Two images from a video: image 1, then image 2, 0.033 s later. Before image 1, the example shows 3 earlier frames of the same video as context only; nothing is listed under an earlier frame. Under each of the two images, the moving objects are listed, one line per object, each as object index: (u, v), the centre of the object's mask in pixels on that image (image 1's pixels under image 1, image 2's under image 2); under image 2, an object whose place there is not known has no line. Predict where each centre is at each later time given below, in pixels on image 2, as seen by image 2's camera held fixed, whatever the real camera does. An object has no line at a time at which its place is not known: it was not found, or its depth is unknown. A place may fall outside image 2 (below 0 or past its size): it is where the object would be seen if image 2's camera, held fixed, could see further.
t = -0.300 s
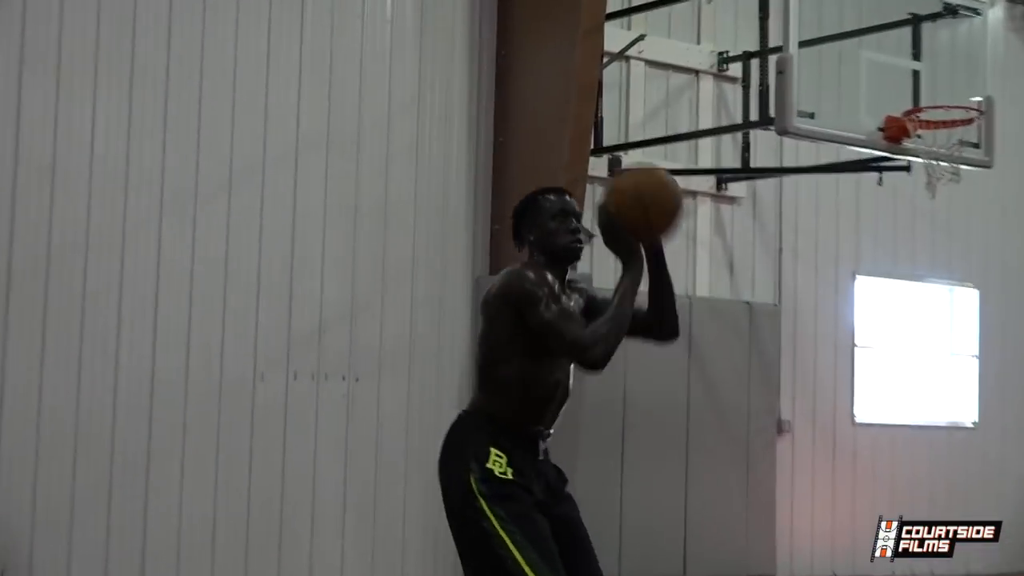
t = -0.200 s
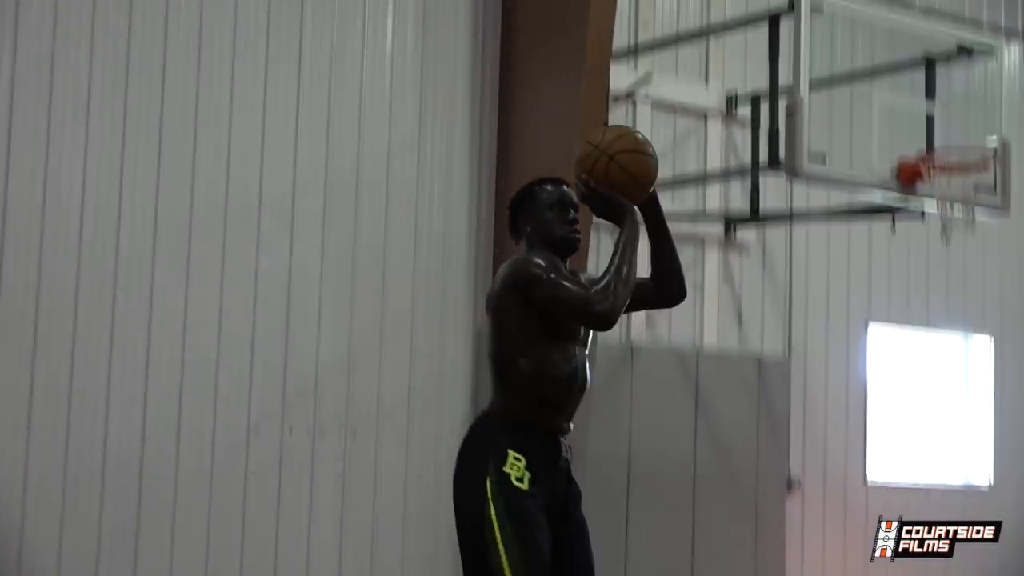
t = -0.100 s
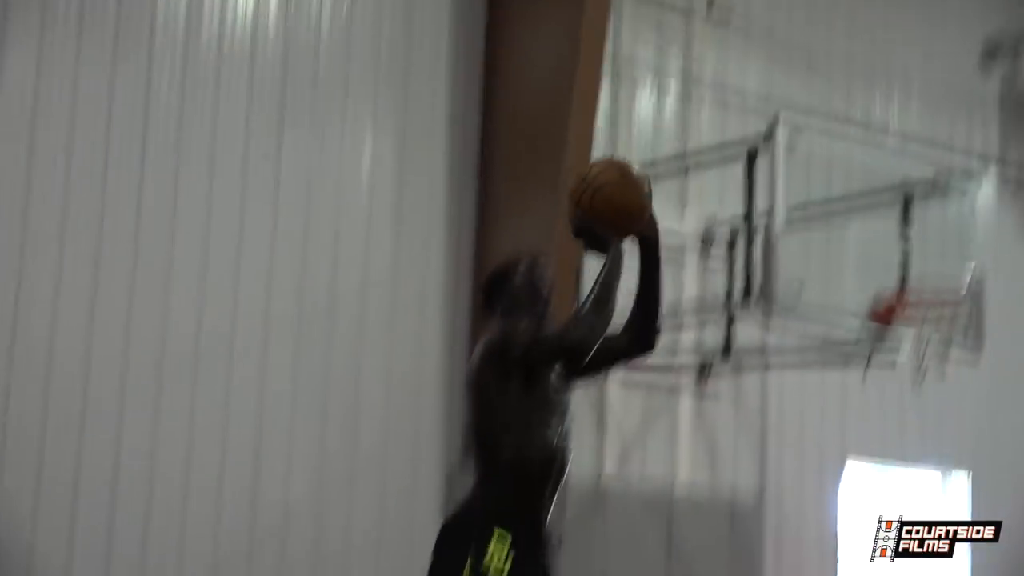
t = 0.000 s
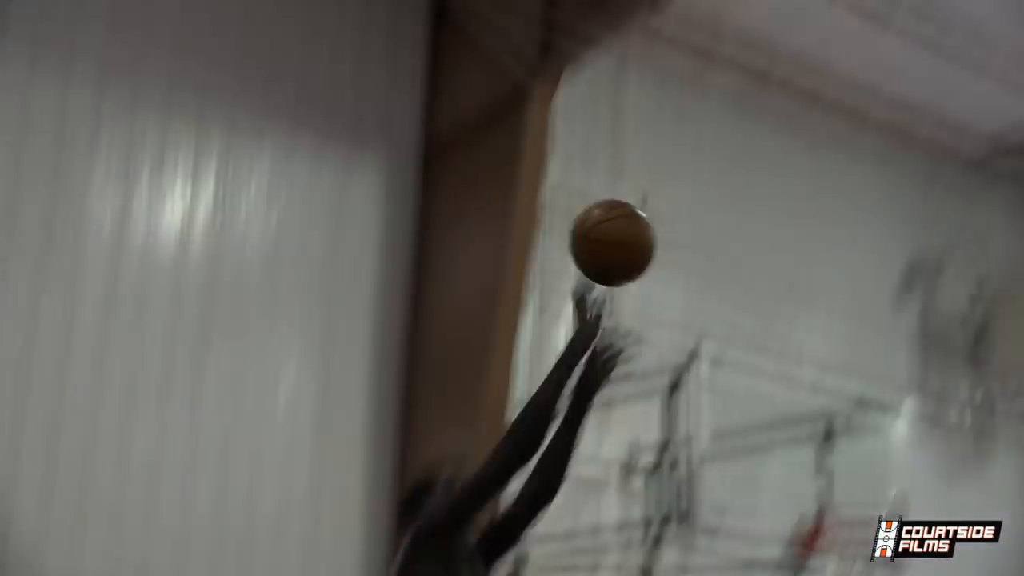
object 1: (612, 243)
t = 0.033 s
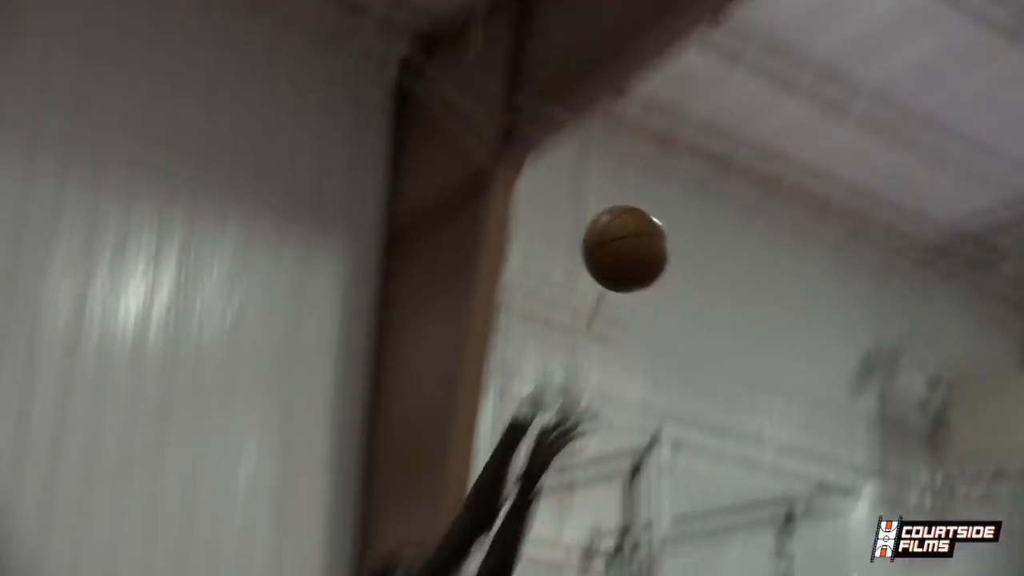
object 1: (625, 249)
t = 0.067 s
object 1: (682, 175)
